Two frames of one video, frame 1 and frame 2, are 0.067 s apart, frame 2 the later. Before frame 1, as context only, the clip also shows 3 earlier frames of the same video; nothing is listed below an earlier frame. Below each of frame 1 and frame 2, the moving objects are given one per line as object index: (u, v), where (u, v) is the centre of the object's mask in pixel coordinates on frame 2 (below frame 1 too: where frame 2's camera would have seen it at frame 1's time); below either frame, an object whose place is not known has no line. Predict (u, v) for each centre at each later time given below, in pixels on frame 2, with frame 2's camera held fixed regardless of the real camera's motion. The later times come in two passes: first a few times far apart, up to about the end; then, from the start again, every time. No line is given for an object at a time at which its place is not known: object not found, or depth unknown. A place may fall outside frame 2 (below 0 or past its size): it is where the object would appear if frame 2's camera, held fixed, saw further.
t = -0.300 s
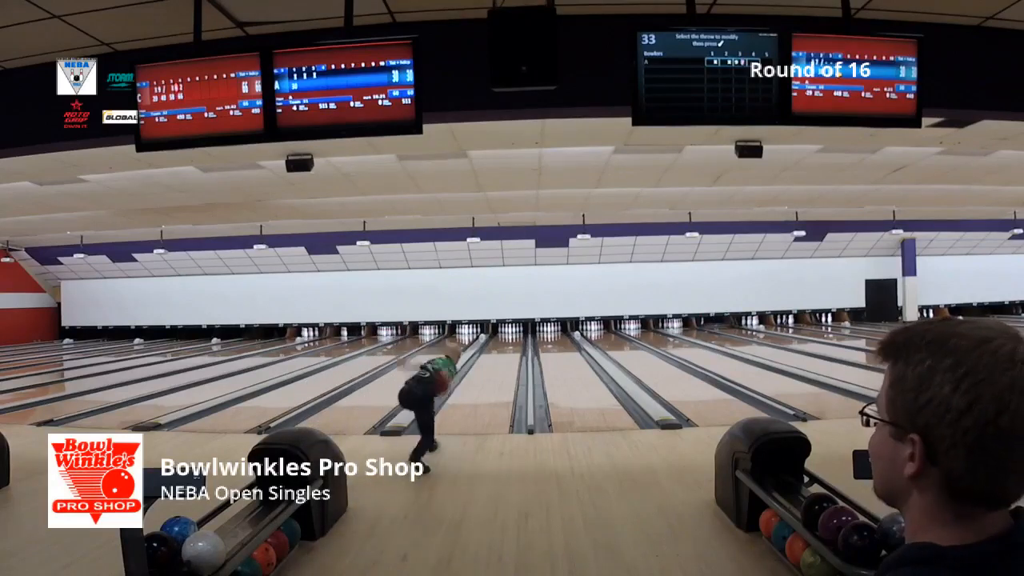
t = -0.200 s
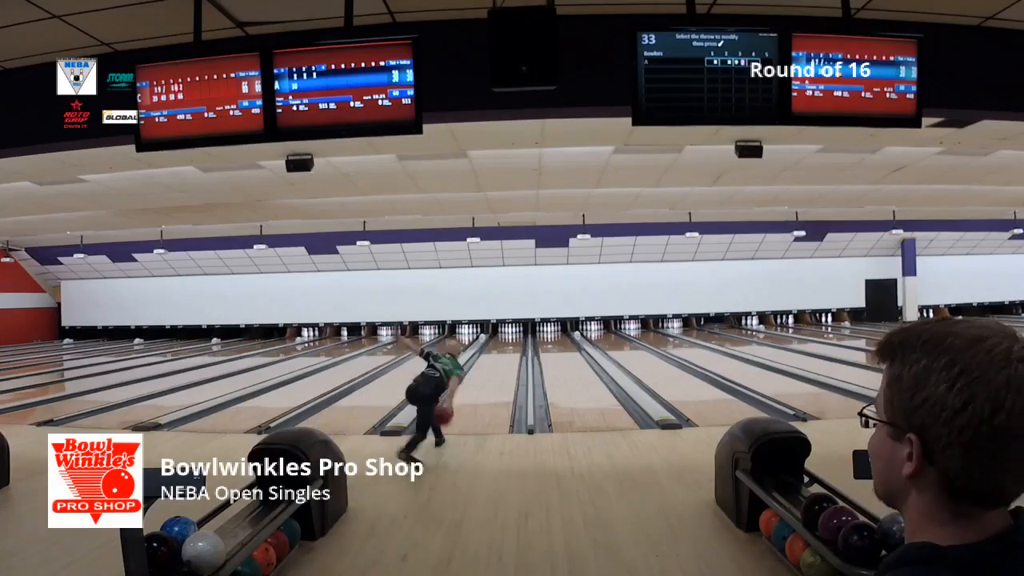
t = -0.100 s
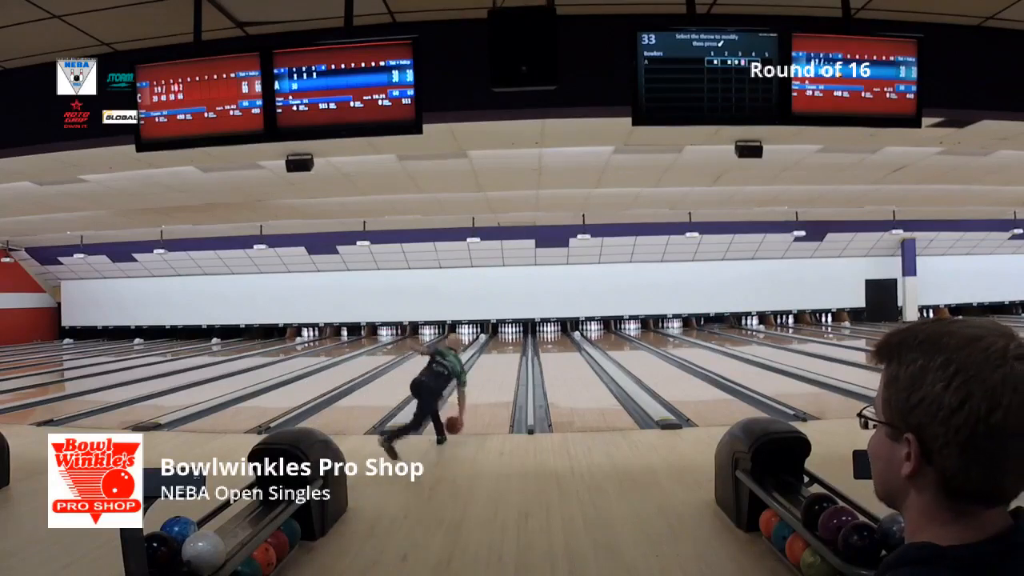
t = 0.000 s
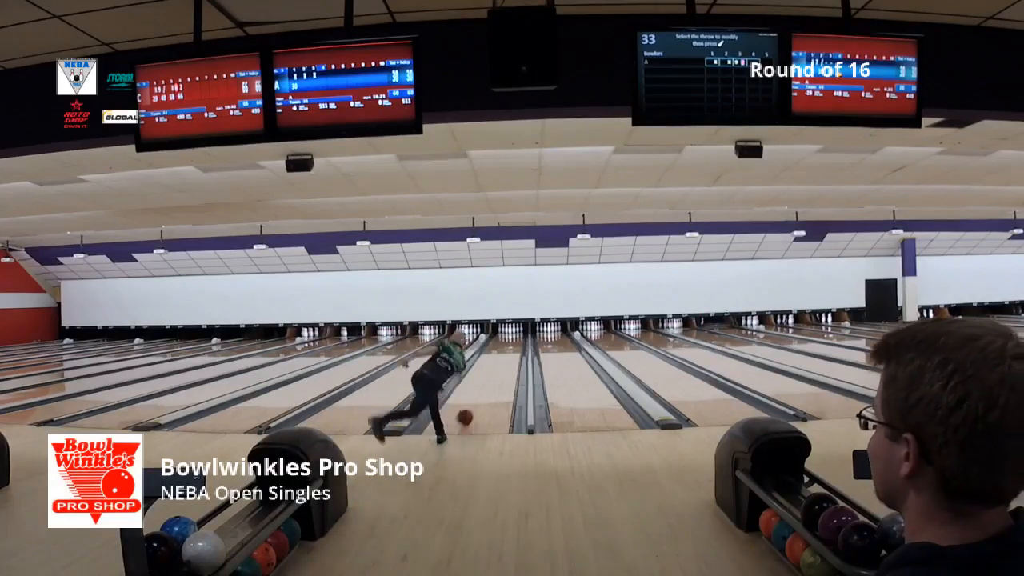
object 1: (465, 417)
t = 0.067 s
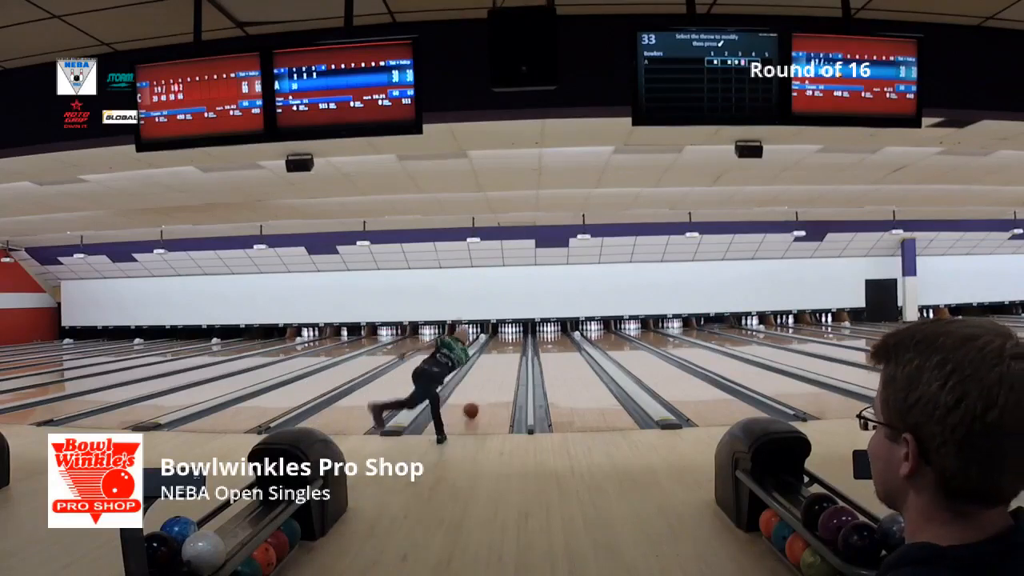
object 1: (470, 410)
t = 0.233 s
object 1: (483, 394)
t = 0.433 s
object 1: (493, 379)
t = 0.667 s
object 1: (502, 367)
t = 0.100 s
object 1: (473, 407)
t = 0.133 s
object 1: (476, 403)
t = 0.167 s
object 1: (478, 400)
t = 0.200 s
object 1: (480, 397)
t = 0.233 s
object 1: (483, 394)
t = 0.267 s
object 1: (485, 391)
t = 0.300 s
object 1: (486, 389)
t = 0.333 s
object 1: (488, 386)
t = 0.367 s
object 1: (490, 384)
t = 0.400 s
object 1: (492, 381)
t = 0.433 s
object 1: (493, 379)
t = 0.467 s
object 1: (495, 377)
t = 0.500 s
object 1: (496, 375)
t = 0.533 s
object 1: (497, 373)
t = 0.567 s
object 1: (498, 372)
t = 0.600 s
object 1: (500, 370)
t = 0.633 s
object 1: (501, 368)
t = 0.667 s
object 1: (502, 367)
